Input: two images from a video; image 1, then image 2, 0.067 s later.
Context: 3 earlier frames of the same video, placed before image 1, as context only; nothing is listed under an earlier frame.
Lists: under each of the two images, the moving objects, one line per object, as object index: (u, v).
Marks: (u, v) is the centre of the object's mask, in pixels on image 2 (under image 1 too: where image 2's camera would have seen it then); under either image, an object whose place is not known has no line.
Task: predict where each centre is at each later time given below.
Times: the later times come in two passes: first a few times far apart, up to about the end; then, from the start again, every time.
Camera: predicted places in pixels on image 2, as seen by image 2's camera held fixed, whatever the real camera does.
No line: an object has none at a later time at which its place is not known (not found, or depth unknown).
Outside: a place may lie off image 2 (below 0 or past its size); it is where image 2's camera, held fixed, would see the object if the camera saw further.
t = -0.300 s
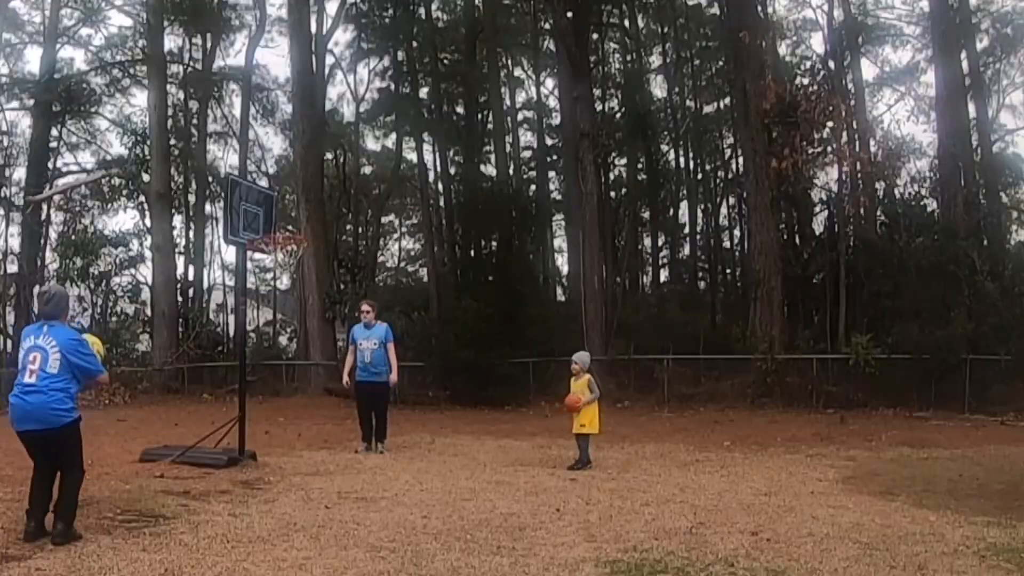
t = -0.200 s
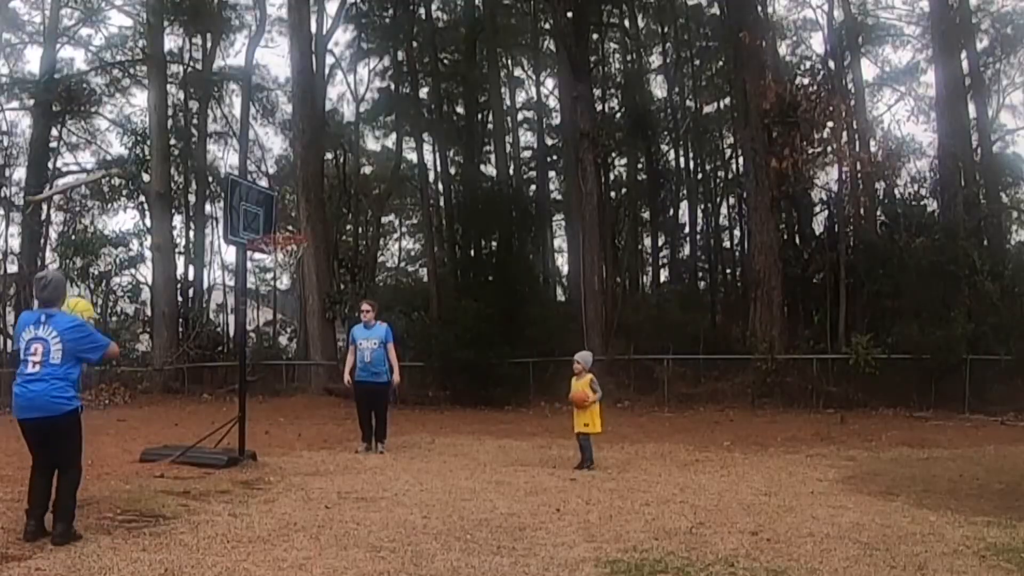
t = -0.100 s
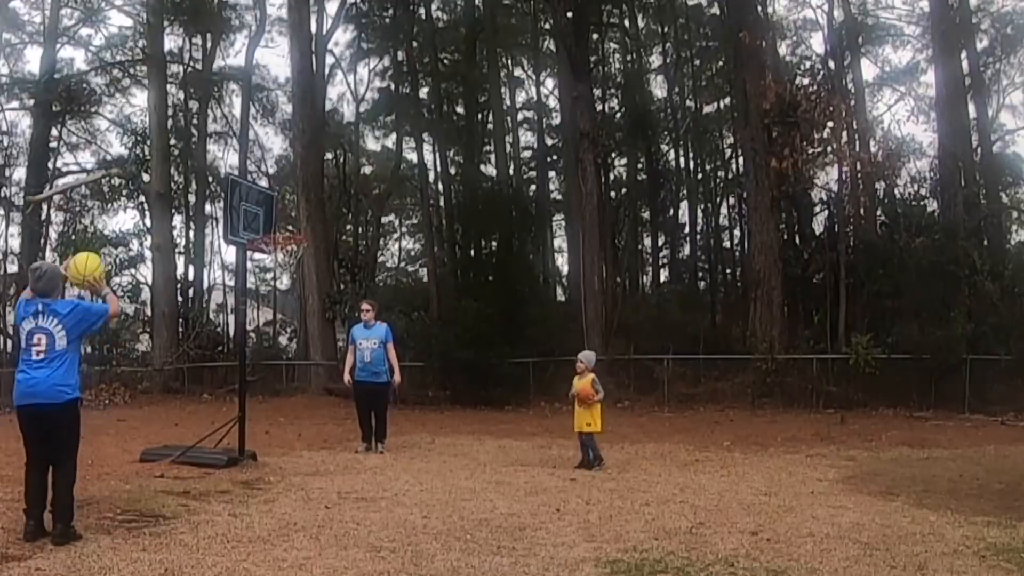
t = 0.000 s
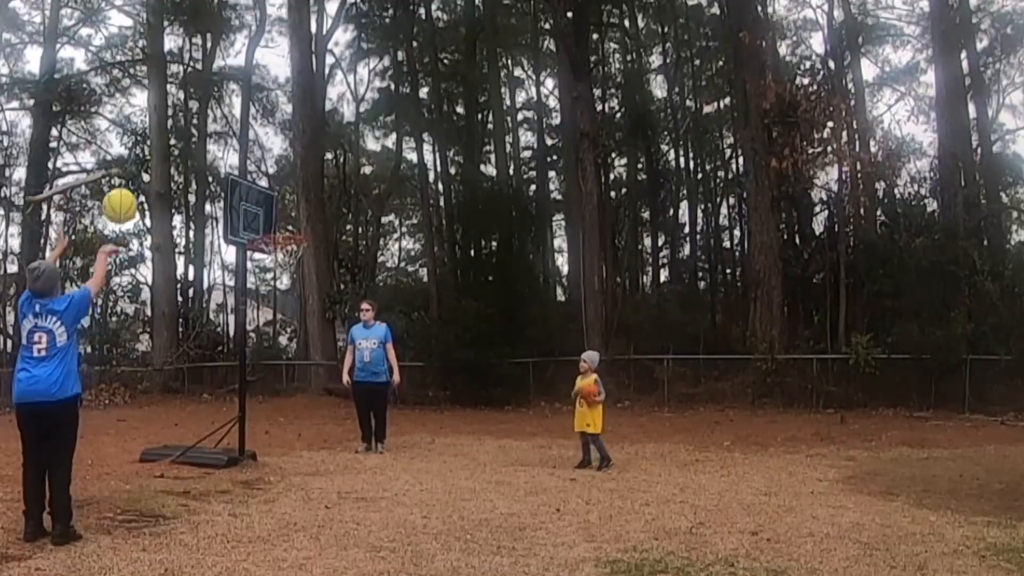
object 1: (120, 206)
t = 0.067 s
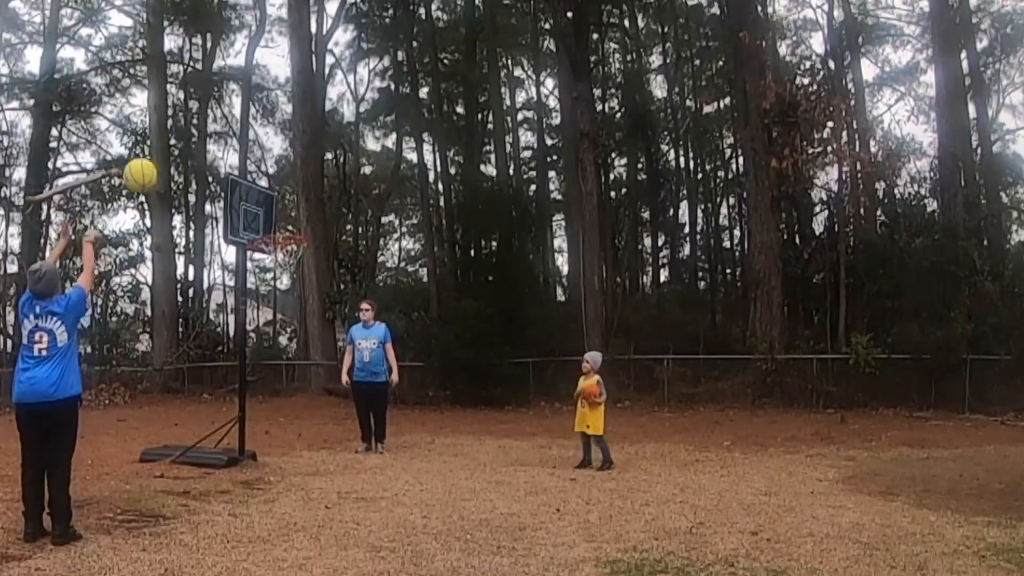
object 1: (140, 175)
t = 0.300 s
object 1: (197, 129)
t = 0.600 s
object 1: (253, 164)
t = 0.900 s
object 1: (290, 228)
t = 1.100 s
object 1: (305, 240)
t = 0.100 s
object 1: (150, 163)
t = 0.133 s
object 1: (159, 153)
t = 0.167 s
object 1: (168, 145)
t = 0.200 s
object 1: (174, 140)
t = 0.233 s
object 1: (182, 135)
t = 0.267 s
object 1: (190, 131)
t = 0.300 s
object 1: (197, 129)
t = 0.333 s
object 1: (204, 128)
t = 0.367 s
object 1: (210, 129)
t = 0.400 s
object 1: (218, 131)
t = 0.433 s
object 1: (223, 132)
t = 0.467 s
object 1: (231, 137)
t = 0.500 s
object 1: (236, 142)
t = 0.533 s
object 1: (243, 148)
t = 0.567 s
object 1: (248, 155)
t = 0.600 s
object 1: (253, 164)
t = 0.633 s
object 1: (258, 171)
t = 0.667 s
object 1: (264, 182)
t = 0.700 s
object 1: (268, 192)
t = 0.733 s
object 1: (273, 204)
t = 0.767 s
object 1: (278, 216)
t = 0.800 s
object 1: (282, 229)
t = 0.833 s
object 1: (285, 229)
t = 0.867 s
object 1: (288, 228)
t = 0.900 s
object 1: (290, 228)
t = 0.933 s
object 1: (292, 227)
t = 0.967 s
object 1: (295, 228)
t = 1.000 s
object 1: (297, 229)
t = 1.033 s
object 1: (299, 231)
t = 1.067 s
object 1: (302, 235)
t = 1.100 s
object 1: (305, 240)
